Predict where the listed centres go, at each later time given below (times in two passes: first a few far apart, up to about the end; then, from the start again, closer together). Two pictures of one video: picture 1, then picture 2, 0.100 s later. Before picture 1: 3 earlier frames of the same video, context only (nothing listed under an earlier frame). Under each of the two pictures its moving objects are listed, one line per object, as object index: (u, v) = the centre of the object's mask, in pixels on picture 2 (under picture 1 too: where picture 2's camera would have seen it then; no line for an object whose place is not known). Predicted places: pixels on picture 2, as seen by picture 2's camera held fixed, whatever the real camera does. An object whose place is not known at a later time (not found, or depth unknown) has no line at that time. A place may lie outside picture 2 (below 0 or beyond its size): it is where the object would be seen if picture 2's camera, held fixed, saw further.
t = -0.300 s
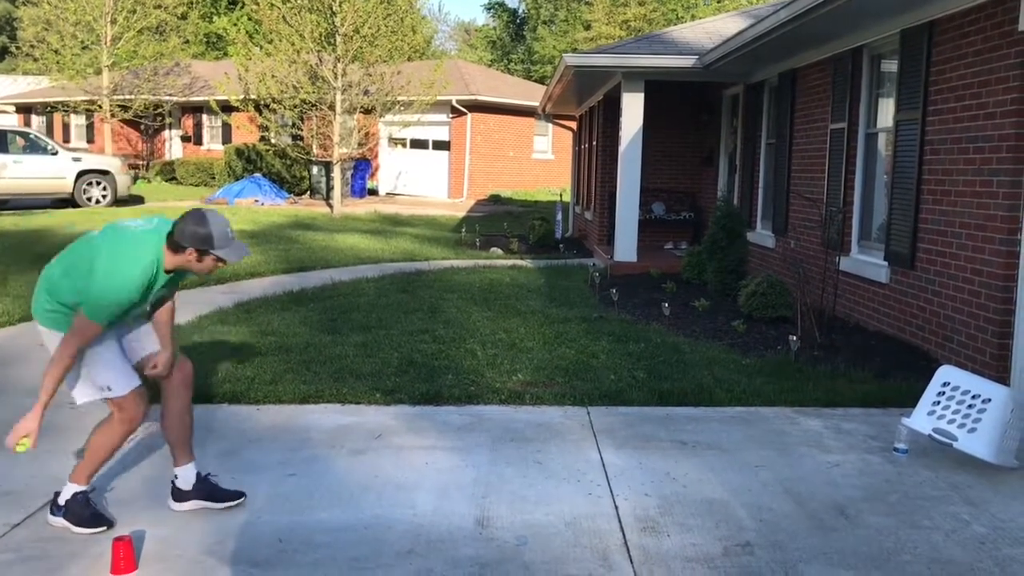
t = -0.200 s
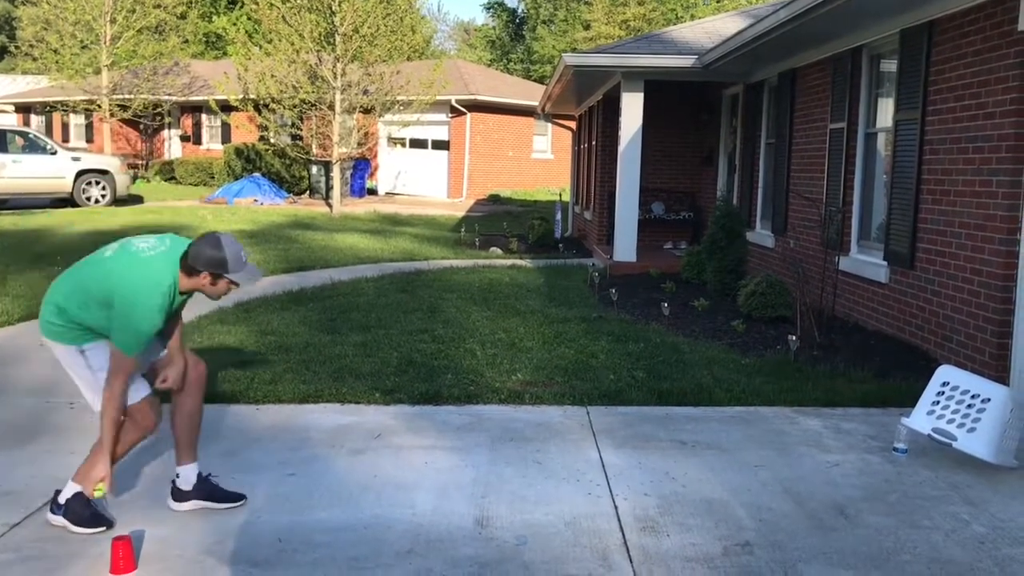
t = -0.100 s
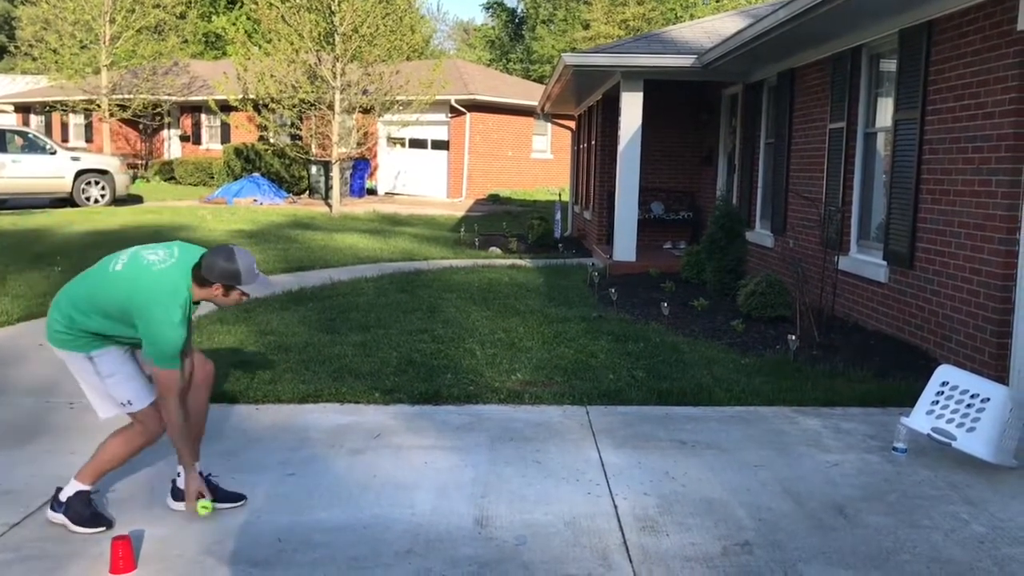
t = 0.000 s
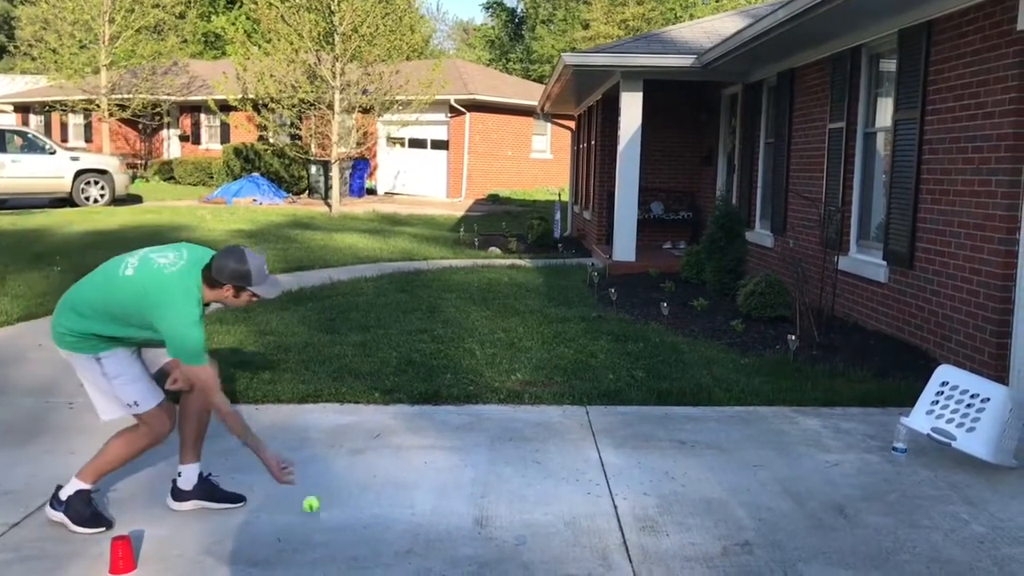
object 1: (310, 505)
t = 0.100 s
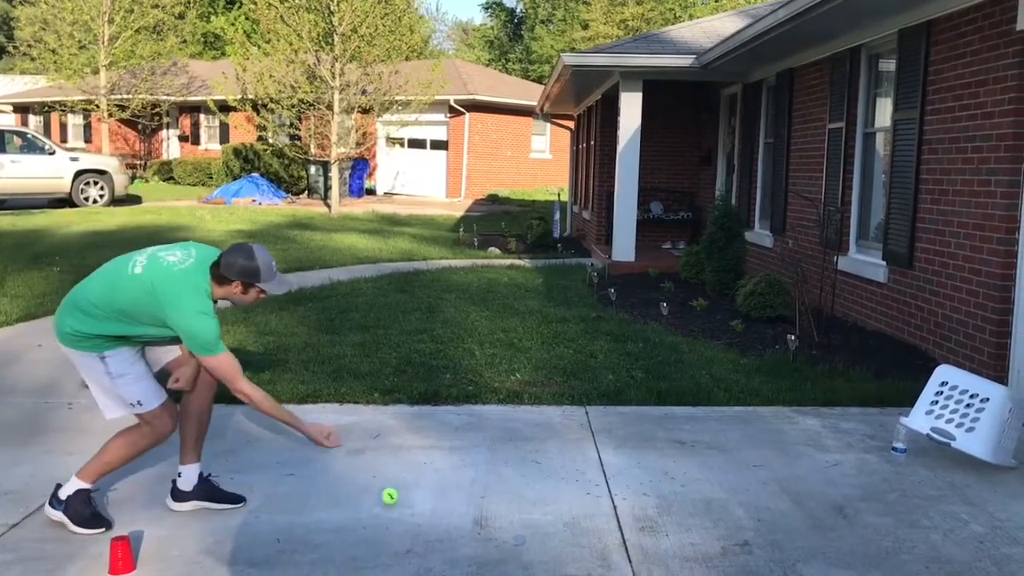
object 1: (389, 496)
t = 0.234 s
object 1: (486, 489)
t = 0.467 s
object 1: (635, 475)
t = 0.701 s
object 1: (767, 465)
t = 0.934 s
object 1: (885, 457)
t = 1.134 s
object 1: (932, 445)
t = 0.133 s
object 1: (414, 499)
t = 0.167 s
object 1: (439, 494)
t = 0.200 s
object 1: (463, 490)
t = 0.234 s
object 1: (486, 489)
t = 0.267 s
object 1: (508, 491)
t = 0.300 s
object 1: (530, 486)
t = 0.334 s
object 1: (552, 482)
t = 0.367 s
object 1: (573, 482)
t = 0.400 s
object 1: (595, 483)
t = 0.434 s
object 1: (615, 478)
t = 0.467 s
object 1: (635, 475)
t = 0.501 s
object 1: (654, 474)
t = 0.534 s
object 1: (674, 476)
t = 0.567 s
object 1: (693, 473)
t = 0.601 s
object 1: (712, 469)
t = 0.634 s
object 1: (730, 469)
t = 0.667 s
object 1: (749, 468)
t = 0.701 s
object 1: (767, 465)
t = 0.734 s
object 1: (784, 465)
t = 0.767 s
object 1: (802, 464)
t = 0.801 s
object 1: (819, 463)
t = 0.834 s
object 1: (836, 461)
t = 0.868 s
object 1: (853, 459)
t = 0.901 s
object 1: (869, 458)
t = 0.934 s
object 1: (885, 457)
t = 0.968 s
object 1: (892, 455)
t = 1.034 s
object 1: (912, 450)
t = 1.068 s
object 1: (919, 448)
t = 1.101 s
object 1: (927, 447)
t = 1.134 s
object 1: (932, 445)
